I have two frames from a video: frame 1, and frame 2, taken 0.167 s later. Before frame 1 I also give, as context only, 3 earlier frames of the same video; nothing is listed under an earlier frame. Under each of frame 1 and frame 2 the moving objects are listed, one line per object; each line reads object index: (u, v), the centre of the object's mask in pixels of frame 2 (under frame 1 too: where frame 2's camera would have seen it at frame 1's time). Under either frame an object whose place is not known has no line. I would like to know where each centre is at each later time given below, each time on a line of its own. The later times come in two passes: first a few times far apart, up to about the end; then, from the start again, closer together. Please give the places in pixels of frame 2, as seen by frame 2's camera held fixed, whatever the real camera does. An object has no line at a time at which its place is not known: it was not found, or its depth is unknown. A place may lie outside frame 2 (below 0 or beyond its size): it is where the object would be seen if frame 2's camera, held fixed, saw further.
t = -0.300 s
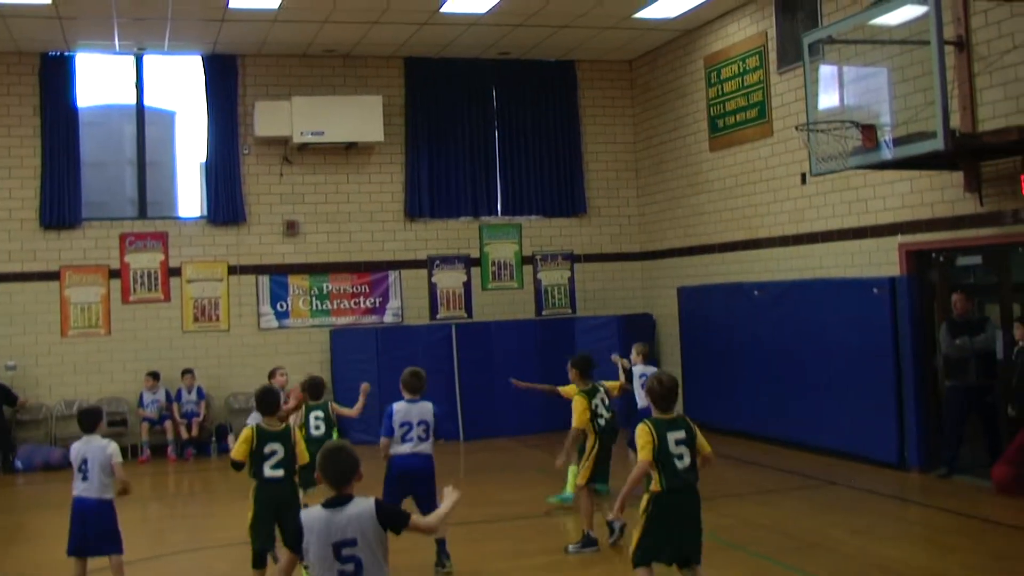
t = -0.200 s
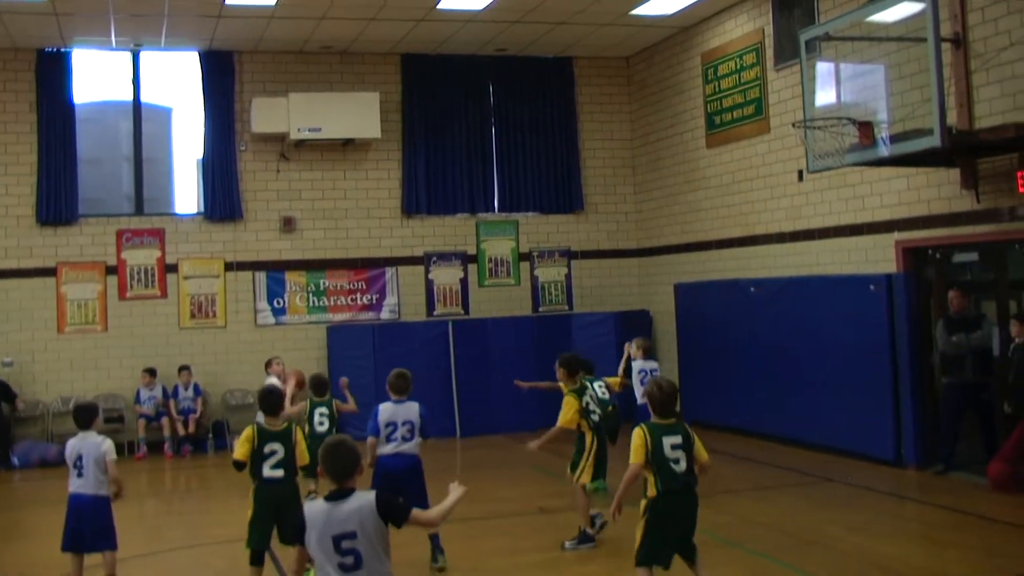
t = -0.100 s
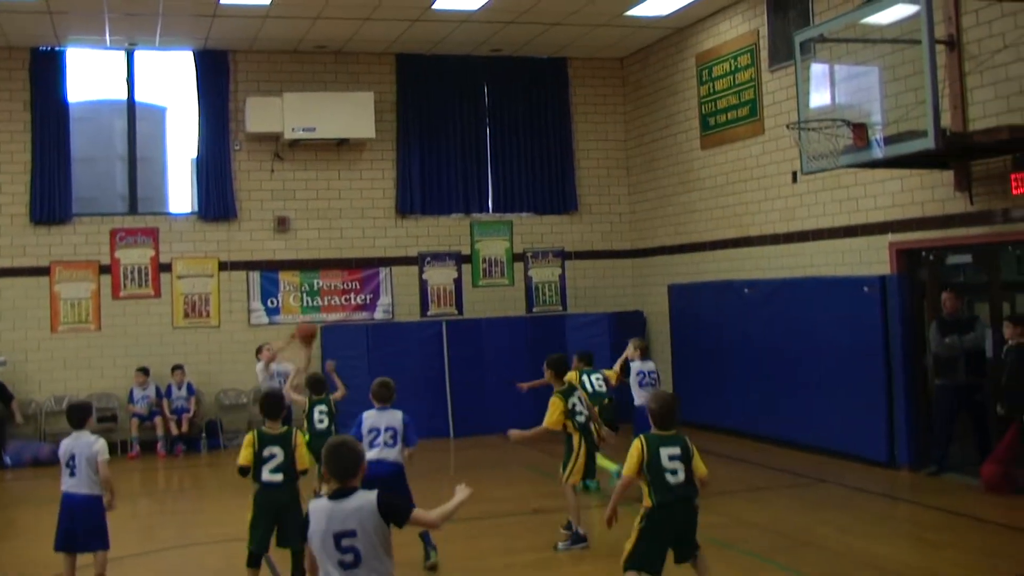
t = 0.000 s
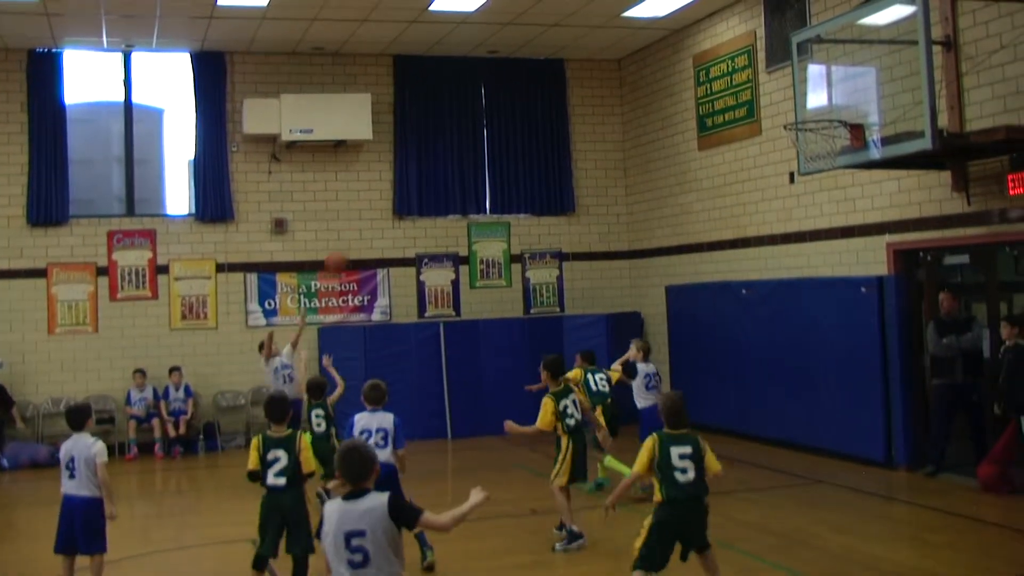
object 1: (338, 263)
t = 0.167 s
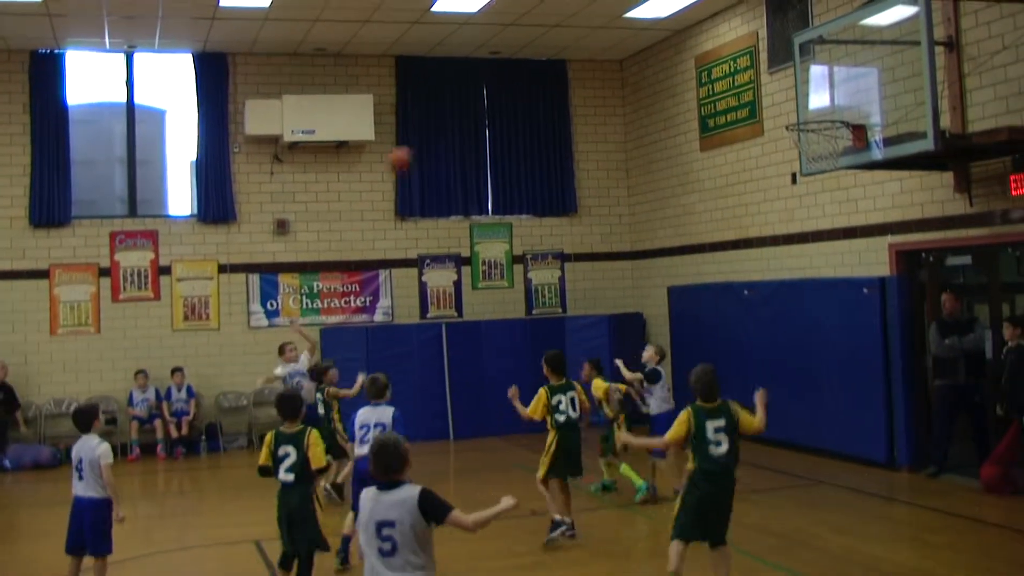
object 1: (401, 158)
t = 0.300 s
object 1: (452, 95)
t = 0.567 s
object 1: (566, 22)
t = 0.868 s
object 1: (709, 27)
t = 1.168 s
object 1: (856, 80)
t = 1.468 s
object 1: (898, 29)
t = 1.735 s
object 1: (901, 79)
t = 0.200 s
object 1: (412, 141)
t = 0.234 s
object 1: (425, 125)
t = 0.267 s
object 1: (438, 109)
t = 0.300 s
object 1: (452, 95)
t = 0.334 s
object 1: (465, 82)
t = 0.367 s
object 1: (479, 70)
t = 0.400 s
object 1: (492, 59)
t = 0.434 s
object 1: (505, 49)
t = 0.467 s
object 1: (519, 42)
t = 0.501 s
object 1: (535, 33)
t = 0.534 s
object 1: (550, 28)
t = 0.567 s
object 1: (566, 22)
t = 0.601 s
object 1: (580, 19)
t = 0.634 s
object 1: (596, 16)
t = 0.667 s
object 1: (611, 15)
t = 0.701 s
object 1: (626, 14)
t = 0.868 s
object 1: (709, 27)
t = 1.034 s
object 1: (798, 79)
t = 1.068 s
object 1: (817, 94)
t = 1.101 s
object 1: (834, 106)
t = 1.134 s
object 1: (846, 93)
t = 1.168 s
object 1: (856, 80)
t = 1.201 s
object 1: (868, 69)
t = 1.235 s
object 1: (878, 60)
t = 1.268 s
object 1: (889, 52)
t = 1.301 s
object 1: (899, 45)
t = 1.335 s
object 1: (899, 39)
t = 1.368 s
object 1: (899, 34)
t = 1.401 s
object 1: (898, 30)
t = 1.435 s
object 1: (898, 30)
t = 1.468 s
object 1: (898, 29)
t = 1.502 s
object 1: (898, 30)
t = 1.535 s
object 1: (898, 31)
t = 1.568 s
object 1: (898, 35)
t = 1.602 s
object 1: (899, 40)
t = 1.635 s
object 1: (898, 47)
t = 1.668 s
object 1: (899, 56)
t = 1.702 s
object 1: (900, 67)
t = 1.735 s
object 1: (901, 79)
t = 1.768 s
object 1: (901, 93)
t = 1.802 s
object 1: (902, 109)
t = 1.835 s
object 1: (903, 126)
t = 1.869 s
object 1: (905, 145)
